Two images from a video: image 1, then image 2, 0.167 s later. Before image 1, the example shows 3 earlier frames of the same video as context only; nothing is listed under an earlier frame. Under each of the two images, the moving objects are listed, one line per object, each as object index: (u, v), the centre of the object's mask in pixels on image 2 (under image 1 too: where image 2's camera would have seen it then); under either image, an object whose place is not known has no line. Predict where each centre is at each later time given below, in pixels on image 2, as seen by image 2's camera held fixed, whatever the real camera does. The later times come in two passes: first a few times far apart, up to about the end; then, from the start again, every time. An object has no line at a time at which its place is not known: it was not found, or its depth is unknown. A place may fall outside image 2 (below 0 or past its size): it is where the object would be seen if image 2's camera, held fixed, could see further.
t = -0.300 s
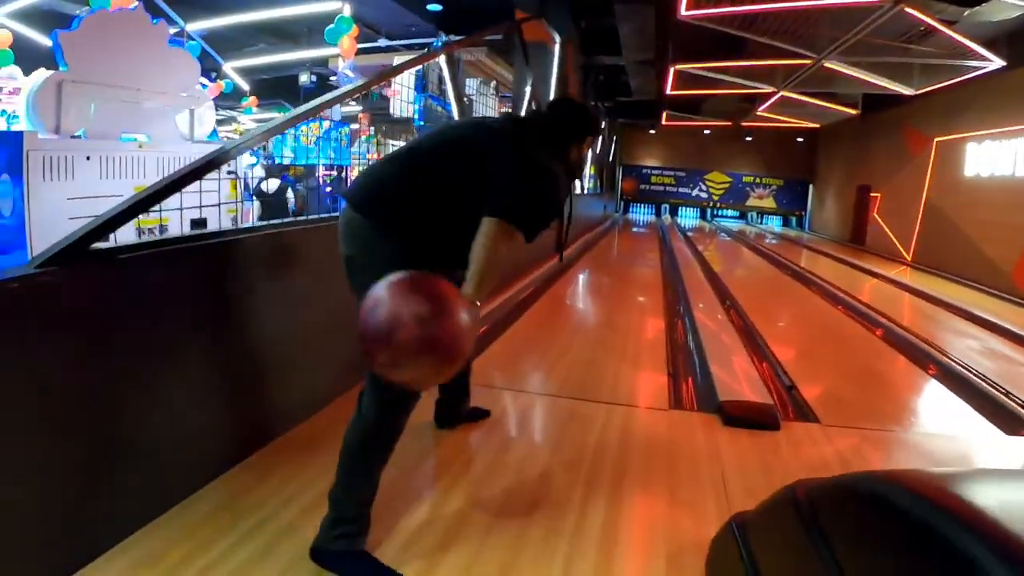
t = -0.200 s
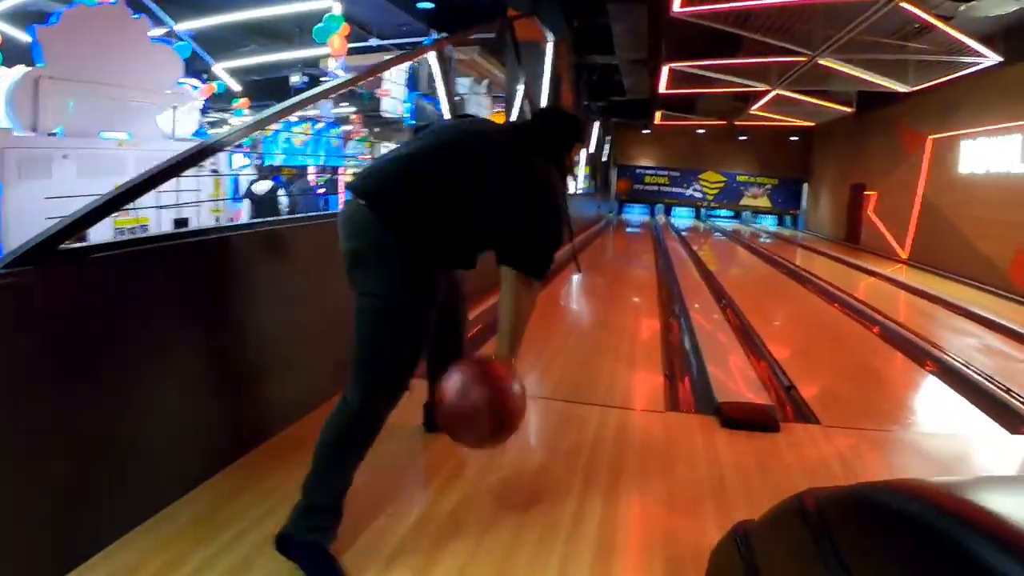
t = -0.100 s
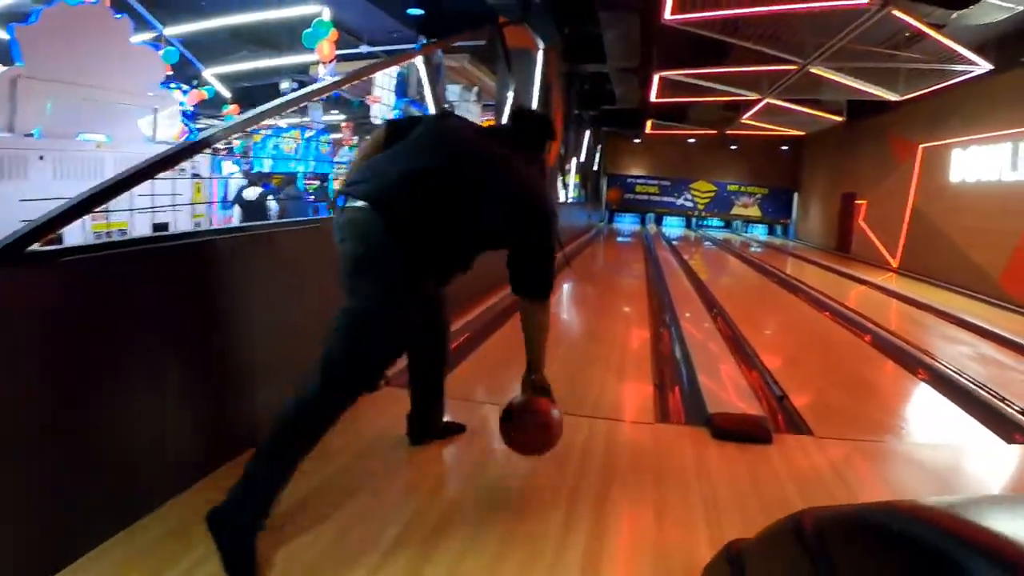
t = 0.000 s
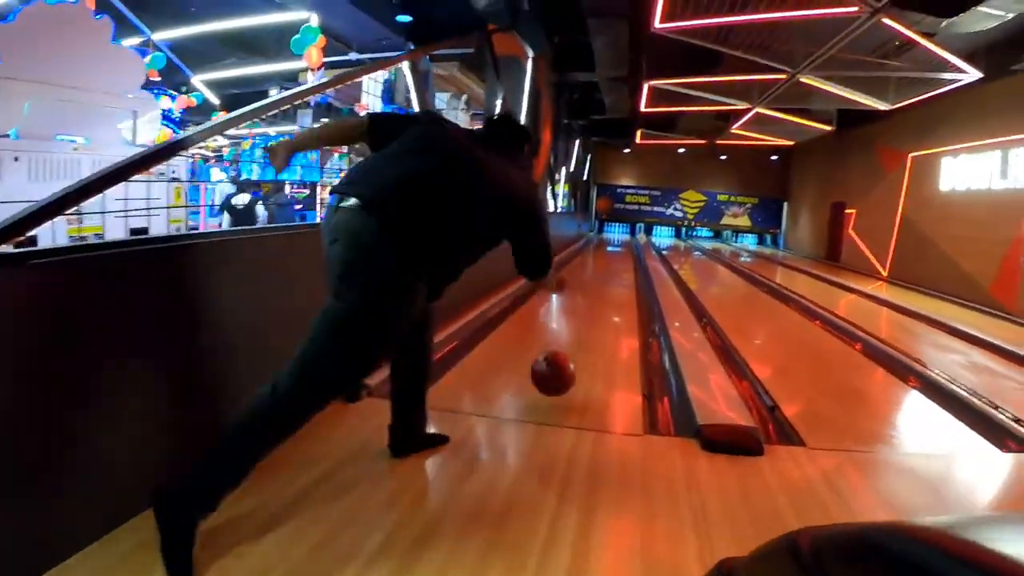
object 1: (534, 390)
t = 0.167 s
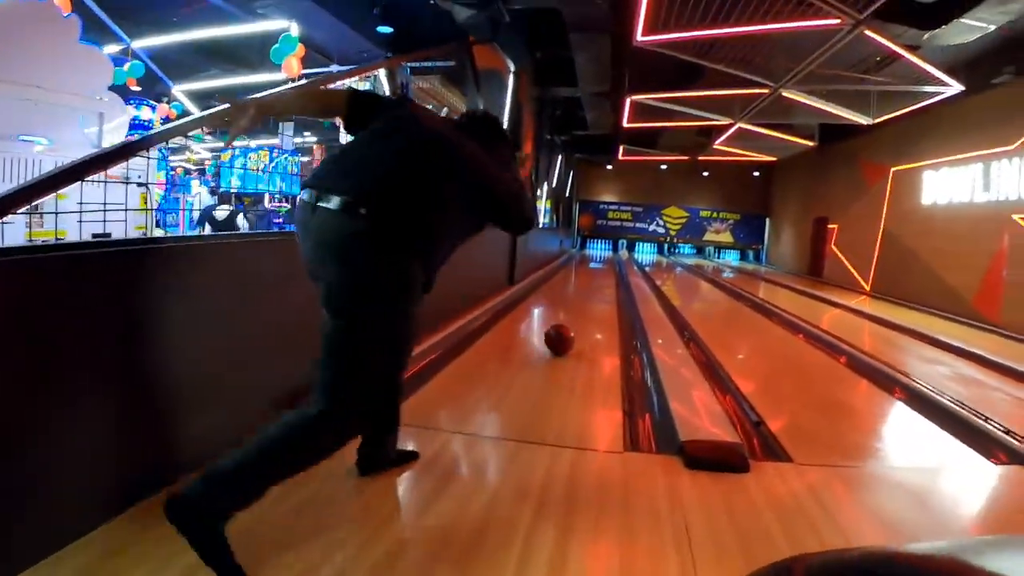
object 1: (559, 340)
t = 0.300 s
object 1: (569, 314)
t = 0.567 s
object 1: (577, 288)
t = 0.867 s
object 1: (580, 272)
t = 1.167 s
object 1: (585, 266)
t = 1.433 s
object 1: (586, 264)
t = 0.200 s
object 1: (562, 332)
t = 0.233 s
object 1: (564, 326)
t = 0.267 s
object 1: (567, 320)
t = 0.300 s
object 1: (569, 314)
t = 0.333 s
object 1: (571, 309)
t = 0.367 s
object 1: (572, 306)
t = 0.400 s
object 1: (573, 302)
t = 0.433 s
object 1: (574, 298)
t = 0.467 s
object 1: (576, 295)
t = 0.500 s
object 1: (576, 293)
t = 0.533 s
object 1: (577, 290)
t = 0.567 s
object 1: (577, 288)
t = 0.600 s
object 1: (578, 286)
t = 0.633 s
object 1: (578, 284)
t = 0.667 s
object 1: (578, 282)
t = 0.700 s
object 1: (579, 280)
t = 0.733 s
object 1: (579, 279)
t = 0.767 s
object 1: (579, 277)
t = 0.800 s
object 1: (579, 275)
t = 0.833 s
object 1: (580, 274)
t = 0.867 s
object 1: (580, 272)
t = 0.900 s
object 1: (581, 271)
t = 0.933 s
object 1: (582, 270)
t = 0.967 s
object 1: (582, 270)
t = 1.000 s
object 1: (583, 269)
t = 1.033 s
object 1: (583, 268)
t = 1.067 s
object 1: (584, 267)
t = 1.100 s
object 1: (584, 266)
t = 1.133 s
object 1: (585, 266)
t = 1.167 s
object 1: (585, 266)
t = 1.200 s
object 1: (586, 265)
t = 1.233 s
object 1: (586, 264)
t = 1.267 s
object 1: (586, 264)
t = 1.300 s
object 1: (587, 264)
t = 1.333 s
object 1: (587, 264)
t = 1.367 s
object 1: (588, 263)
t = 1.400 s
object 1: (587, 264)
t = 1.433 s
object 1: (586, 264)
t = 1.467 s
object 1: (587, 264)
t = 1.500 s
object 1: (587, 264)
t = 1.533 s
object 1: (588, 264)
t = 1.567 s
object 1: (589, 264)
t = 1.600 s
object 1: (589, 264)
